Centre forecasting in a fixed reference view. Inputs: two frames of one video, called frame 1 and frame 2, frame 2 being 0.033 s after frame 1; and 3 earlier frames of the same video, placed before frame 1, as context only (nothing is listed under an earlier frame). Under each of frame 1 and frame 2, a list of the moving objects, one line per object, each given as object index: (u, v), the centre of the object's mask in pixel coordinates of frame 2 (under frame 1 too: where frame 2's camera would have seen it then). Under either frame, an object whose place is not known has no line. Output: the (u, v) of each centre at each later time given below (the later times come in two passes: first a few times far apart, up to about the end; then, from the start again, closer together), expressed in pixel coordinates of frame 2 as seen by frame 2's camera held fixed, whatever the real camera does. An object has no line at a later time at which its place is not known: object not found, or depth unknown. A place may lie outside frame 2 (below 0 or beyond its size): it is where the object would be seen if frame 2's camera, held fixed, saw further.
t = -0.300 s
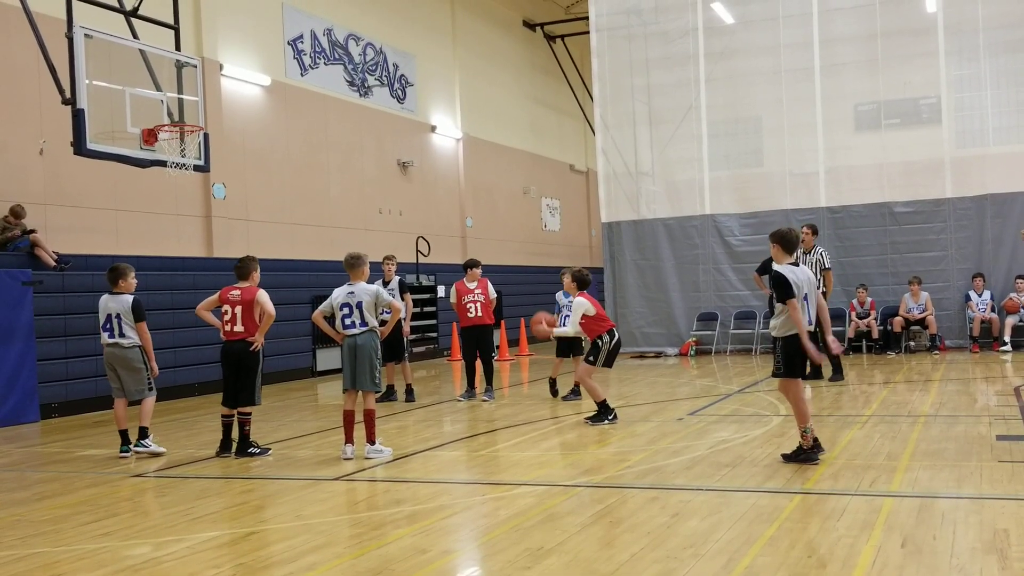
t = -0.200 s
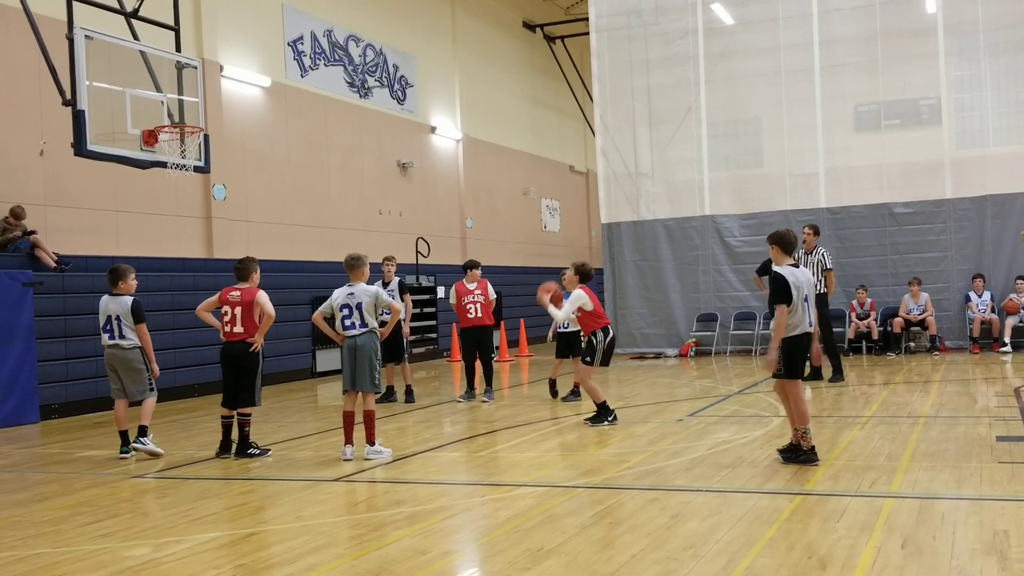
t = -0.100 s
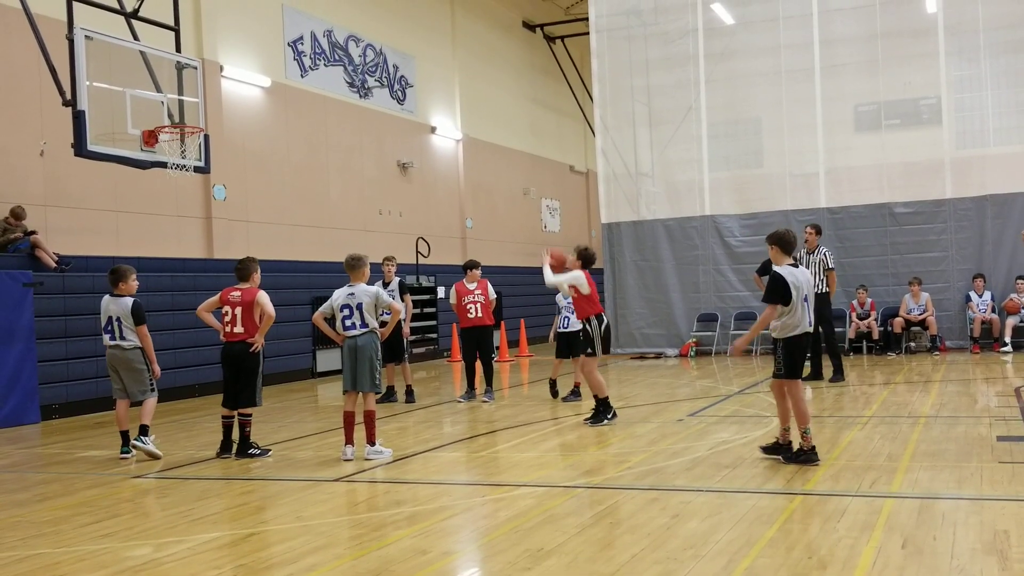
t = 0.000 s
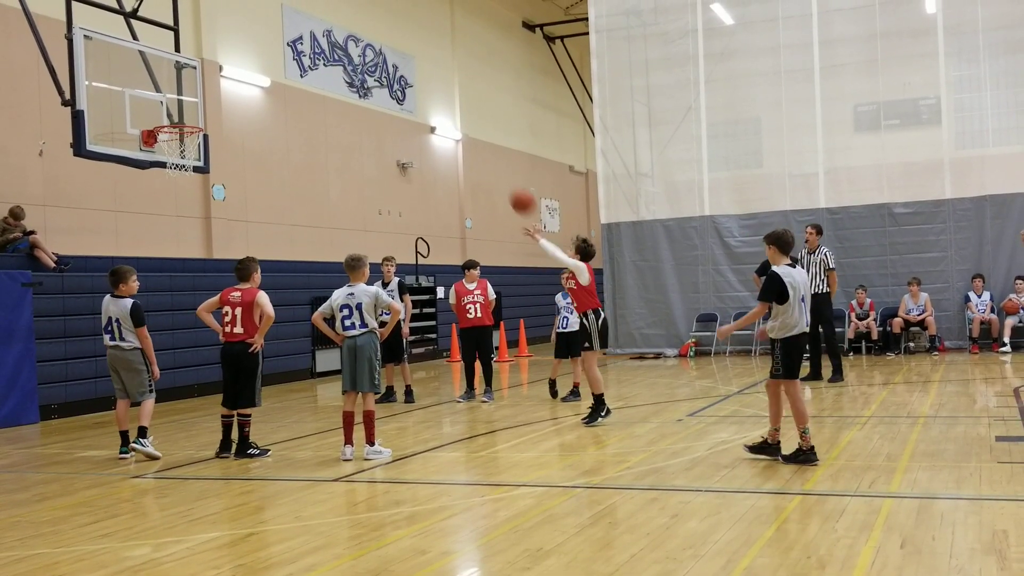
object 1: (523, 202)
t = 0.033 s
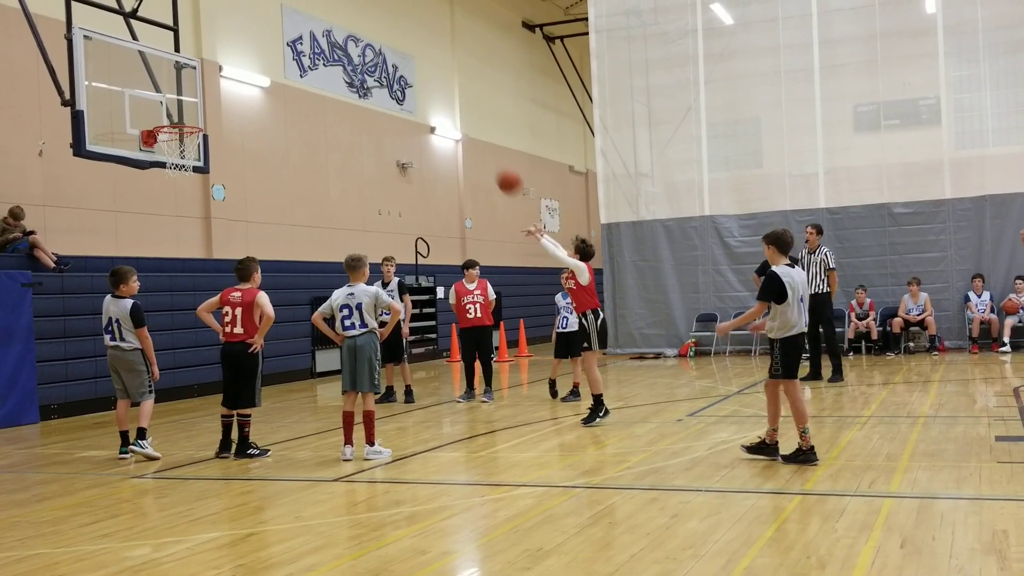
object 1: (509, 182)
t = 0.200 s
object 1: (444, 99)
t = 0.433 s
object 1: (361, 37)
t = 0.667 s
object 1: (286, 30)
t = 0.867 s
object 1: (225, 66)
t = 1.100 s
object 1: (164, 152)
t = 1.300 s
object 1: (162, 205)
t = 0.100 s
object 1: (483, 145)
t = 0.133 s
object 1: (470, 128)
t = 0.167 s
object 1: (457, 113)
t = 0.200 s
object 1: (444, 99)
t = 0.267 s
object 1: (420, 75)
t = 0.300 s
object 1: (408, 65)
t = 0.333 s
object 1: (396, 56)
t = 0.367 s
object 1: (384, 48)
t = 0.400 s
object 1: (372, 42)
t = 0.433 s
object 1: (361, 37)
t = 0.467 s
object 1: (350, 32)
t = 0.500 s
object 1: (339, 29)
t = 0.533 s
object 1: (328, 27)
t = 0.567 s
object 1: (317, 26)
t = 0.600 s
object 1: (306, 26)
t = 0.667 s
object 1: (286, 30)
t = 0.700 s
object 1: (275, 34)
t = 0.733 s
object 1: (265, 38)
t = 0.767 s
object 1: (255, 44)
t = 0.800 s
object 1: (246, 50)
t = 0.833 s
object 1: (236, 57)
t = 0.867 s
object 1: (225, 66)
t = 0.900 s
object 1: (216, 76)
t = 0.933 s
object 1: (208, 86)
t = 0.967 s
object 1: (199, 99)
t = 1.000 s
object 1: (190, 112)
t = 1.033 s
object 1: (180, 122)
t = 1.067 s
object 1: (172, 138)
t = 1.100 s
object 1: (164, 152)
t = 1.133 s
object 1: (160, 160)
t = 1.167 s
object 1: (159, 166)
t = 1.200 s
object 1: (160, 174)
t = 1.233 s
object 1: (161, 184)
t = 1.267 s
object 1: (162, 194)
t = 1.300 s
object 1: (162, 205)
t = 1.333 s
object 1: (163, 218)
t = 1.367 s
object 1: (164, 232)
